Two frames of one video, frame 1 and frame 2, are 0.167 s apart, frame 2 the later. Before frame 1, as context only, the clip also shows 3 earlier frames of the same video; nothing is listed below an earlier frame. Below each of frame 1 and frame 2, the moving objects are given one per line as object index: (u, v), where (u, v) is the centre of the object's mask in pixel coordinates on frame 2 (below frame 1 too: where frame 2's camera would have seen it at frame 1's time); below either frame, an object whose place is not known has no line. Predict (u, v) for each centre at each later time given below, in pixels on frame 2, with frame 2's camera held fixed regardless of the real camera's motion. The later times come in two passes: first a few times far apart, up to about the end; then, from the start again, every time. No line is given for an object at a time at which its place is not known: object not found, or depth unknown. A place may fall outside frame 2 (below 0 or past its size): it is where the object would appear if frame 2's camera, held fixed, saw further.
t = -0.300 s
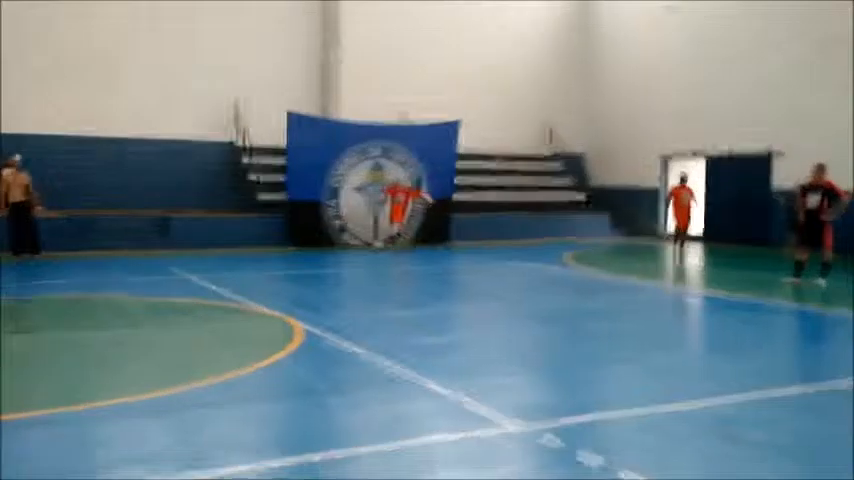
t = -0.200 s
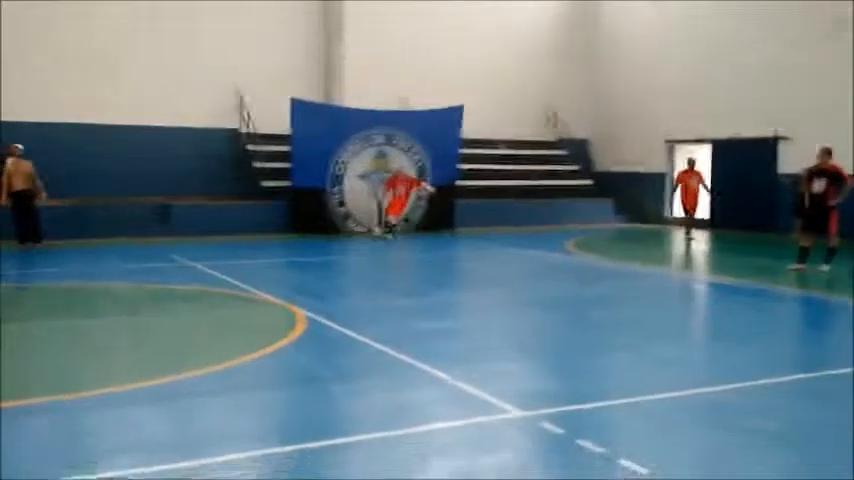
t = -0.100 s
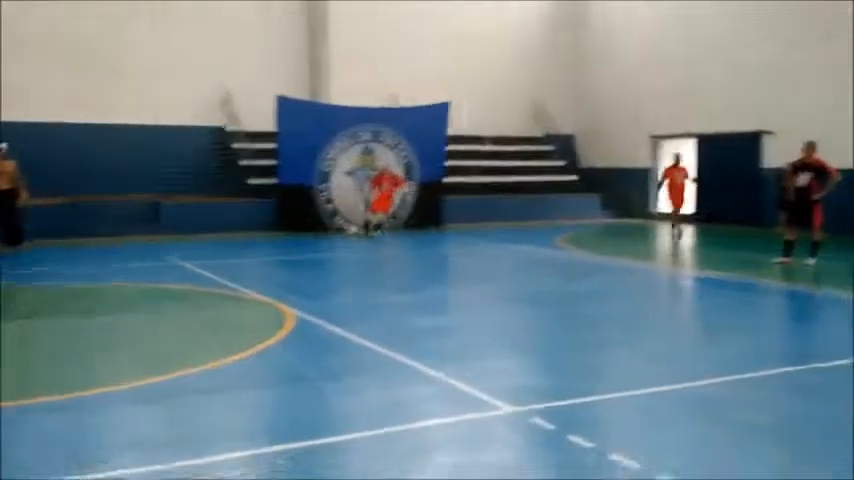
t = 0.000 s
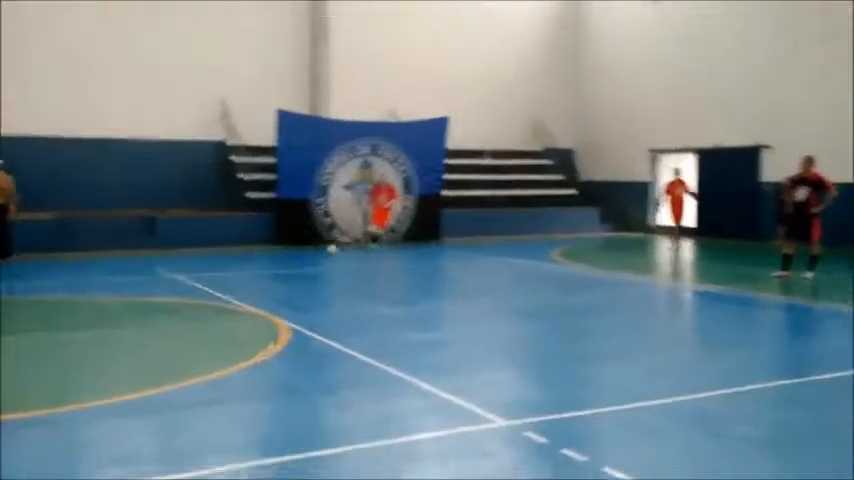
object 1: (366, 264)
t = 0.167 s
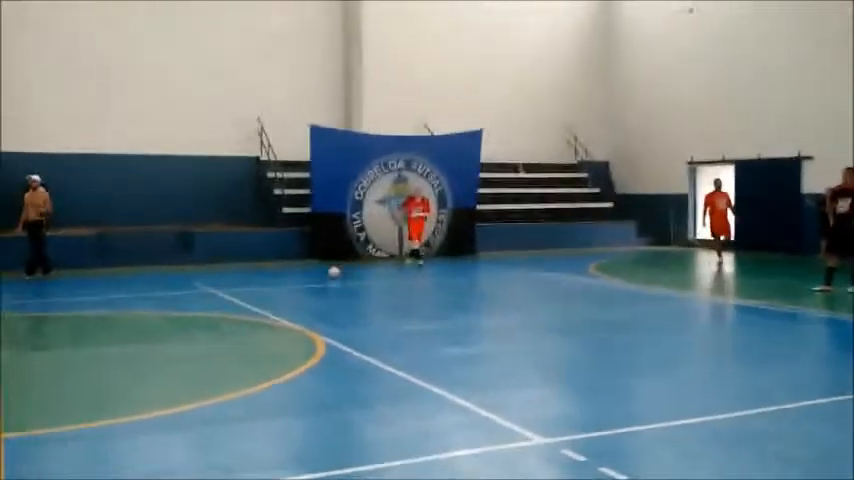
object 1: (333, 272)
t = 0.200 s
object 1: (326, 275)
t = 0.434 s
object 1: (267, 289)
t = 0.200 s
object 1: (326, 275)
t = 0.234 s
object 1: (317, 277)
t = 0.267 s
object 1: (310, 277)
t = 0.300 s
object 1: (302, 279)
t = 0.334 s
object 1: (294, 282)
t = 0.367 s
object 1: (284, 284)
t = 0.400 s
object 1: (275, 287)
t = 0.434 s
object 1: (267, 289)
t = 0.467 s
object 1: (259, 291)
